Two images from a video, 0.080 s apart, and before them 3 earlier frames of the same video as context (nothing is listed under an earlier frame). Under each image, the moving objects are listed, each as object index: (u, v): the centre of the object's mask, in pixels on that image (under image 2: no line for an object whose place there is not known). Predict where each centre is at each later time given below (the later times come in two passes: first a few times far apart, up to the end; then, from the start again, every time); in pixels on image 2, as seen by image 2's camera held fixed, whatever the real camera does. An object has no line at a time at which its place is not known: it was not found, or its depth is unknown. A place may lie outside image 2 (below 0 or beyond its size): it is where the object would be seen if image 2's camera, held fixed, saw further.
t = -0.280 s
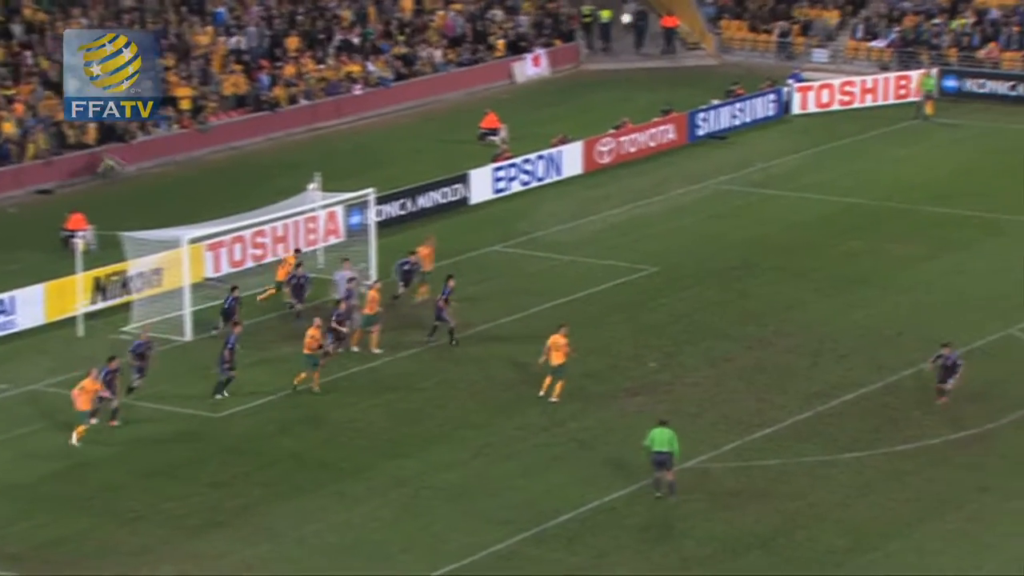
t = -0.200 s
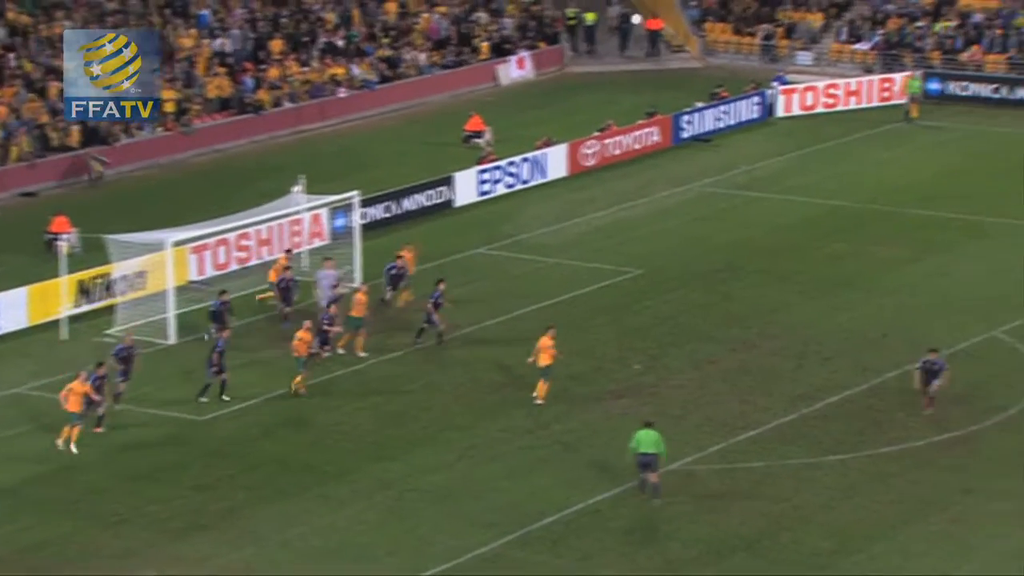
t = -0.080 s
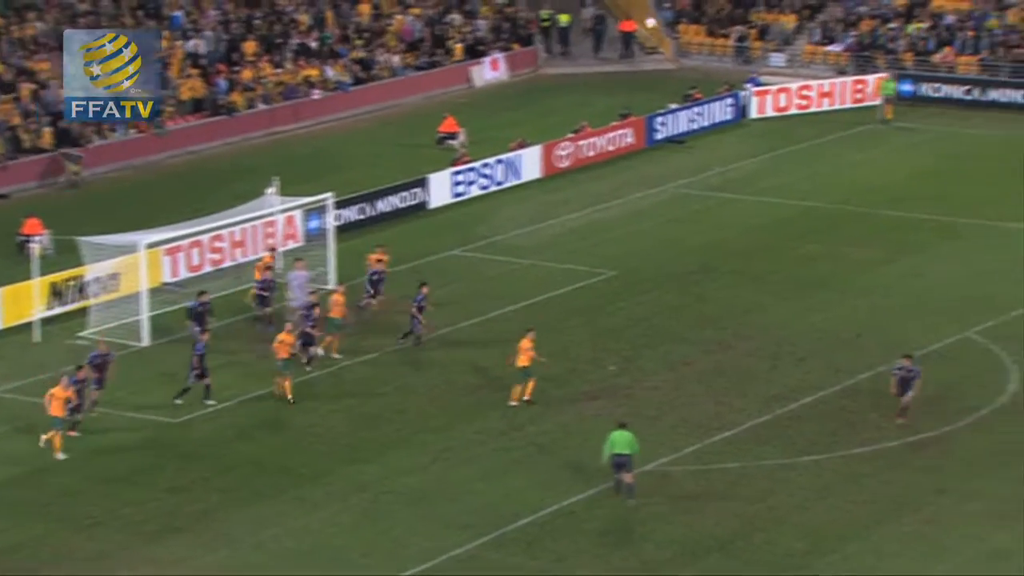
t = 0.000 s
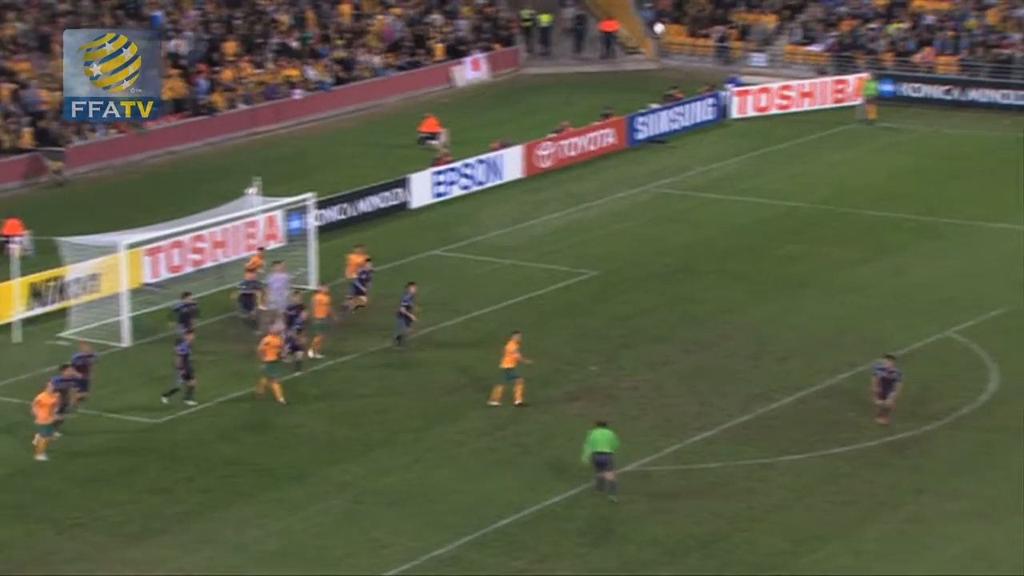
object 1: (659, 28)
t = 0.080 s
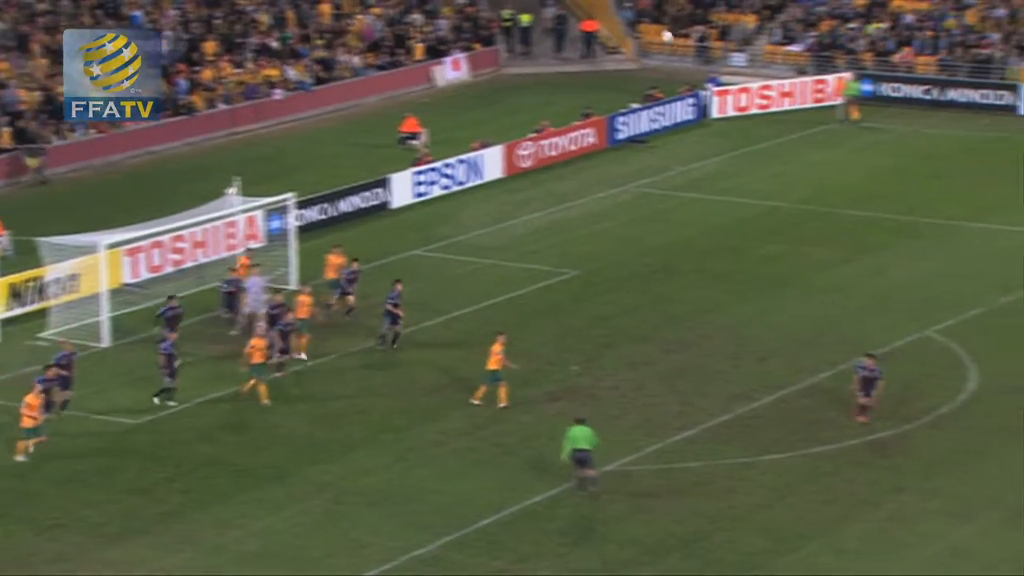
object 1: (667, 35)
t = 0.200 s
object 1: (710, 52)
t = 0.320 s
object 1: (755, 72)
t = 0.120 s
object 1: (681, 40)
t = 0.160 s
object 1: (695, 46)
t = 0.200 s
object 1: (710, 52)
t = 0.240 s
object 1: (724, 59)
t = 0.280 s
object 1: (741, 68)
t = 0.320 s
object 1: (755, 72)
